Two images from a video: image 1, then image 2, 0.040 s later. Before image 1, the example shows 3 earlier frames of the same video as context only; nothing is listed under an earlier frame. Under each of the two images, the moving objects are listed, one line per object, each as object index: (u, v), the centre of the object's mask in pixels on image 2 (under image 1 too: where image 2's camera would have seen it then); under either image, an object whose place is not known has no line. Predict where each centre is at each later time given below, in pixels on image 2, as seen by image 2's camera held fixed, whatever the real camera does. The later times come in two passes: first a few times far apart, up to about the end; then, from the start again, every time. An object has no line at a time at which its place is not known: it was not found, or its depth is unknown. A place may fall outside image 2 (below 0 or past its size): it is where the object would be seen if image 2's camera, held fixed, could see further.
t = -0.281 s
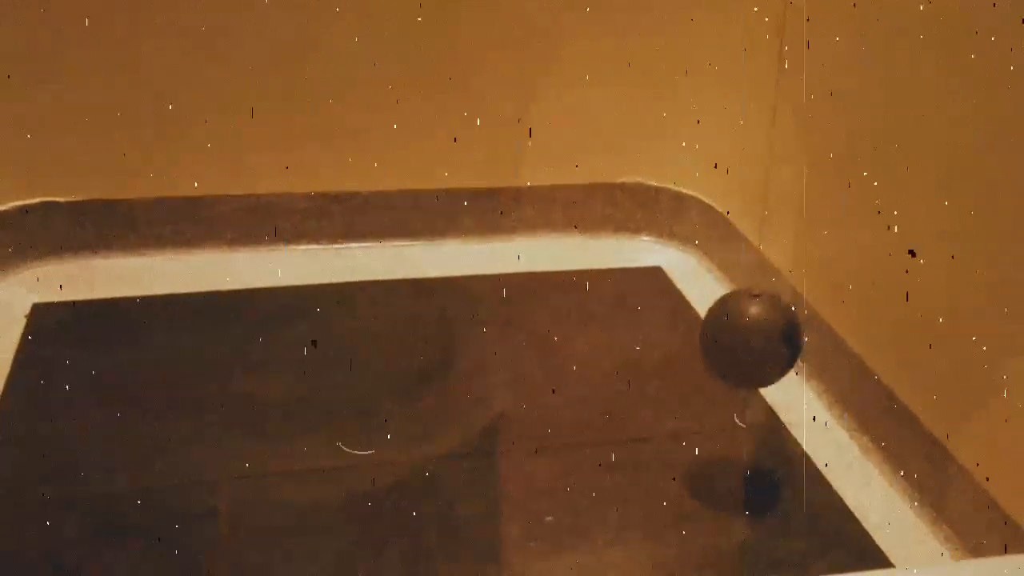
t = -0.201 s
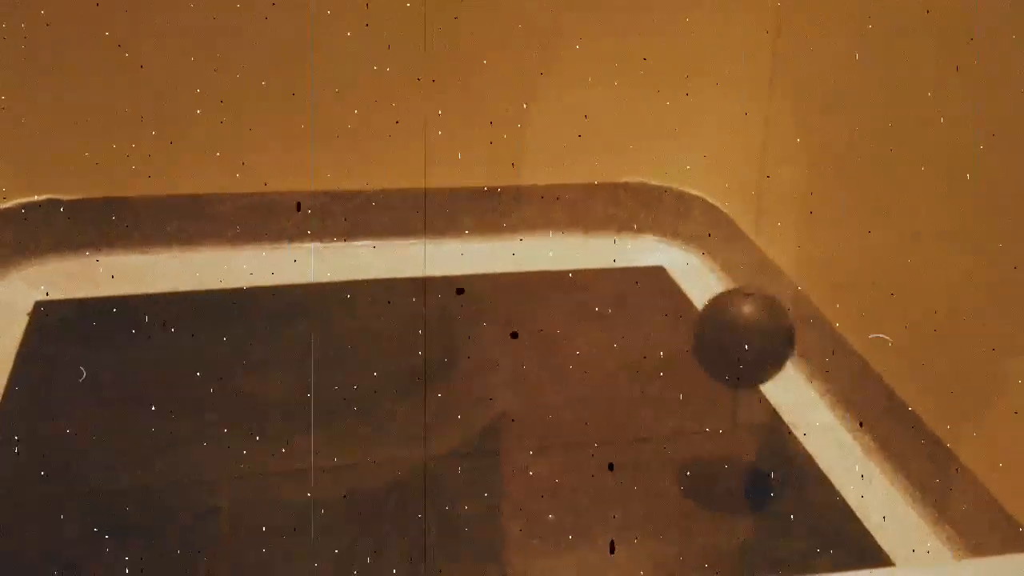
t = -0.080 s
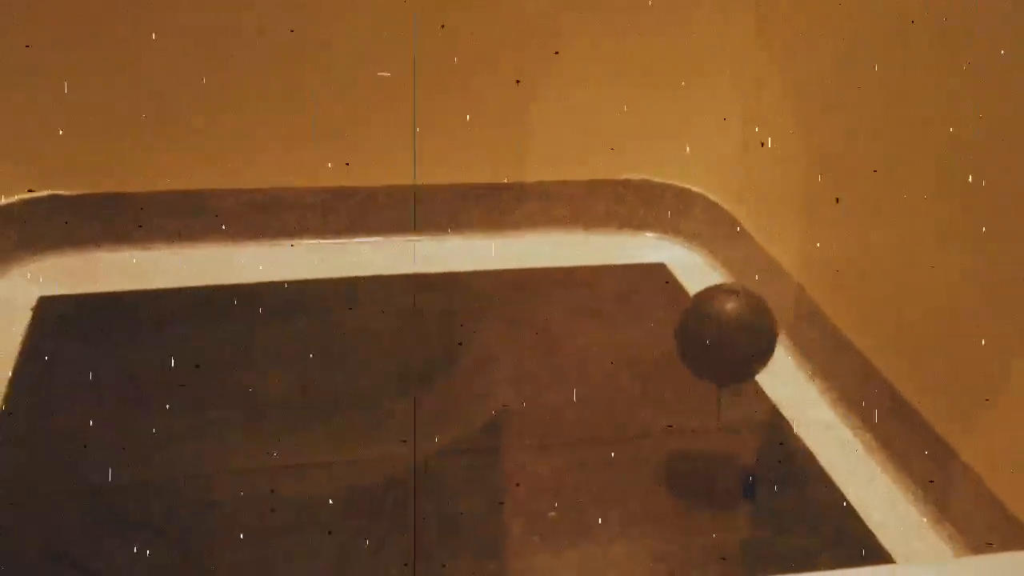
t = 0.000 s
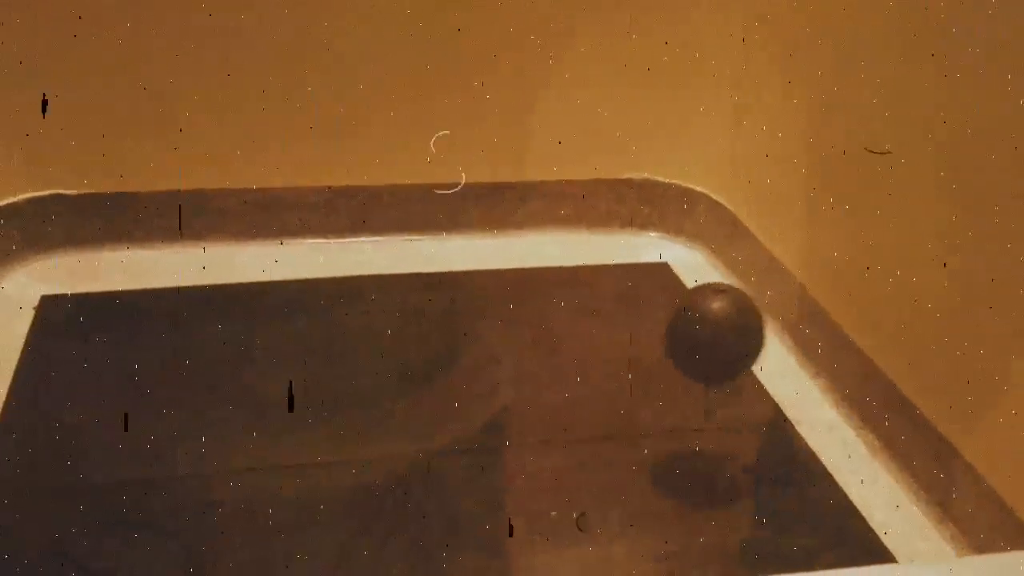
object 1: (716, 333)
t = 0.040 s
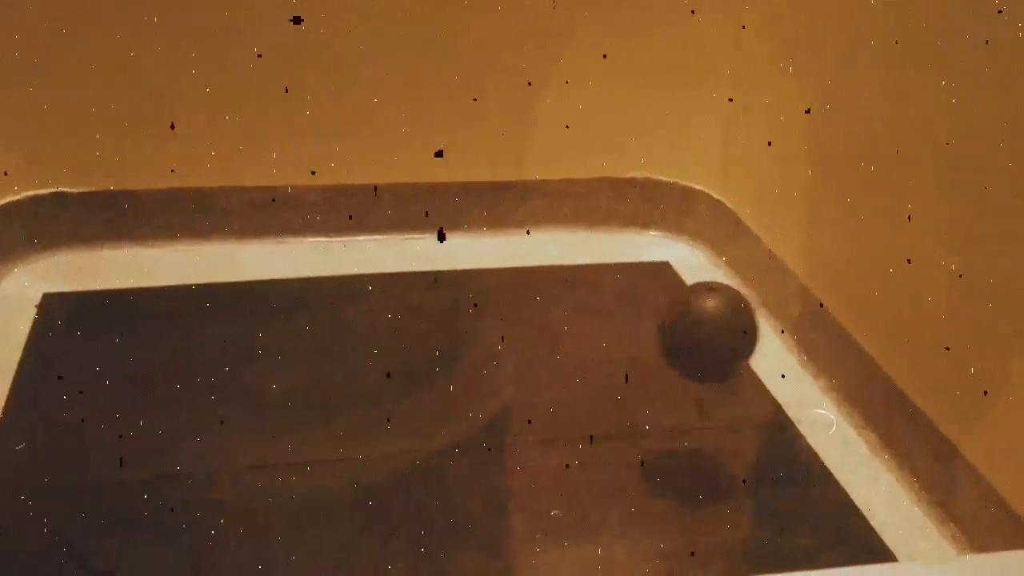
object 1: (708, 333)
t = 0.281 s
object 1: (655, 331)
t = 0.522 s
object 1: (590, 326)
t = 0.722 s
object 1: (529, 328)
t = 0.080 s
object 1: (699, 333)
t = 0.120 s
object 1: (691, 332)
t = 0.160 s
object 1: (682, 331)
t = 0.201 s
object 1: (673, 332)
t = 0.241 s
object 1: (663, 330)
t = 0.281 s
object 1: (655, 331)
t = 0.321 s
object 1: (643, 332)
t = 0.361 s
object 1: (633, 333)
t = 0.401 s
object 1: (623, 332)
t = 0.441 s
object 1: (612, 329)
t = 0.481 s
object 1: (600, 328)
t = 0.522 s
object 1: (590, 326)
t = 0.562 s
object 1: (578, 331)
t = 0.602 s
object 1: (564, 331)
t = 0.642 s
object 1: (556, 325)
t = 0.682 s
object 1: (542, 331)
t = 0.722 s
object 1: (529, 328)
